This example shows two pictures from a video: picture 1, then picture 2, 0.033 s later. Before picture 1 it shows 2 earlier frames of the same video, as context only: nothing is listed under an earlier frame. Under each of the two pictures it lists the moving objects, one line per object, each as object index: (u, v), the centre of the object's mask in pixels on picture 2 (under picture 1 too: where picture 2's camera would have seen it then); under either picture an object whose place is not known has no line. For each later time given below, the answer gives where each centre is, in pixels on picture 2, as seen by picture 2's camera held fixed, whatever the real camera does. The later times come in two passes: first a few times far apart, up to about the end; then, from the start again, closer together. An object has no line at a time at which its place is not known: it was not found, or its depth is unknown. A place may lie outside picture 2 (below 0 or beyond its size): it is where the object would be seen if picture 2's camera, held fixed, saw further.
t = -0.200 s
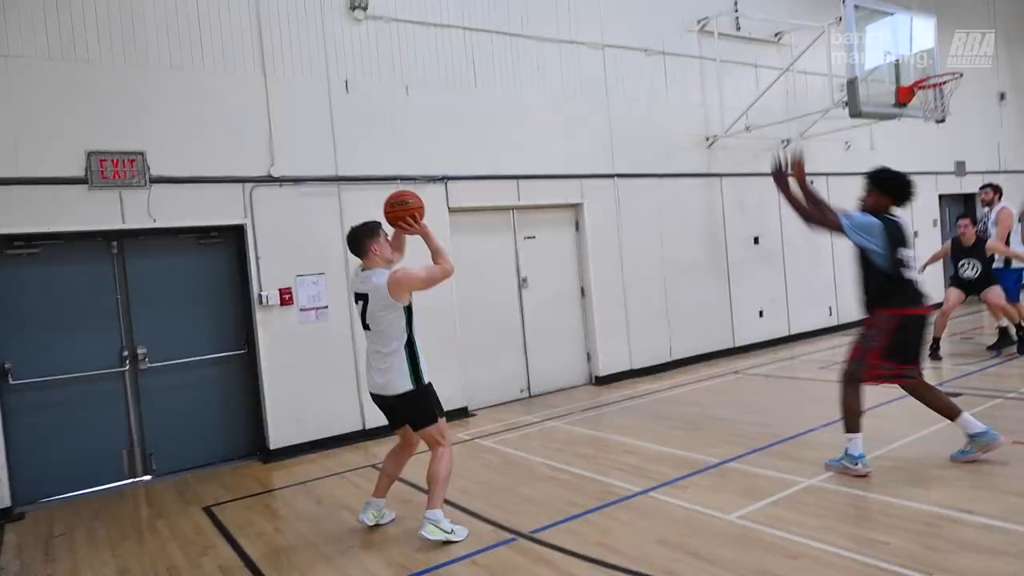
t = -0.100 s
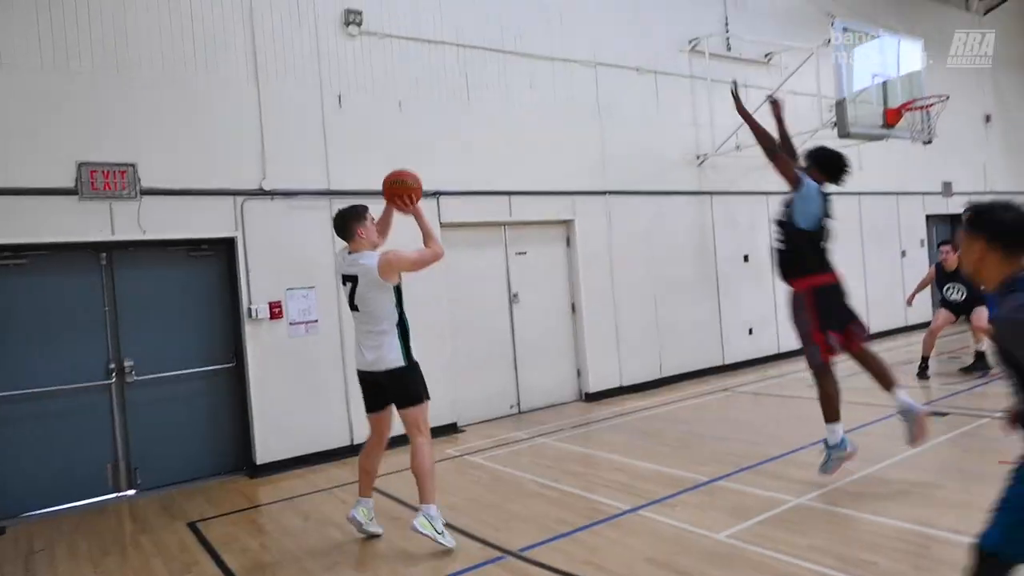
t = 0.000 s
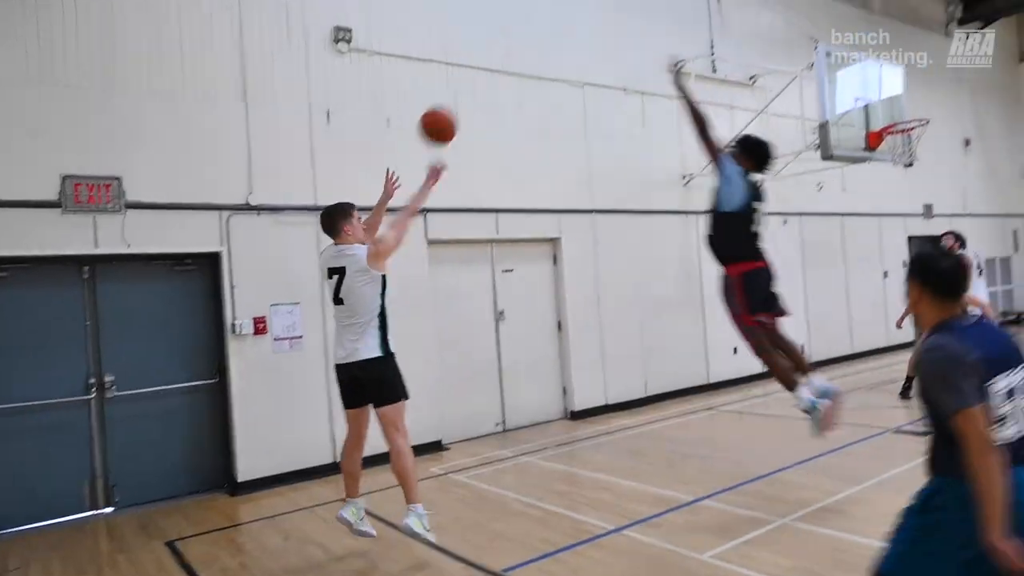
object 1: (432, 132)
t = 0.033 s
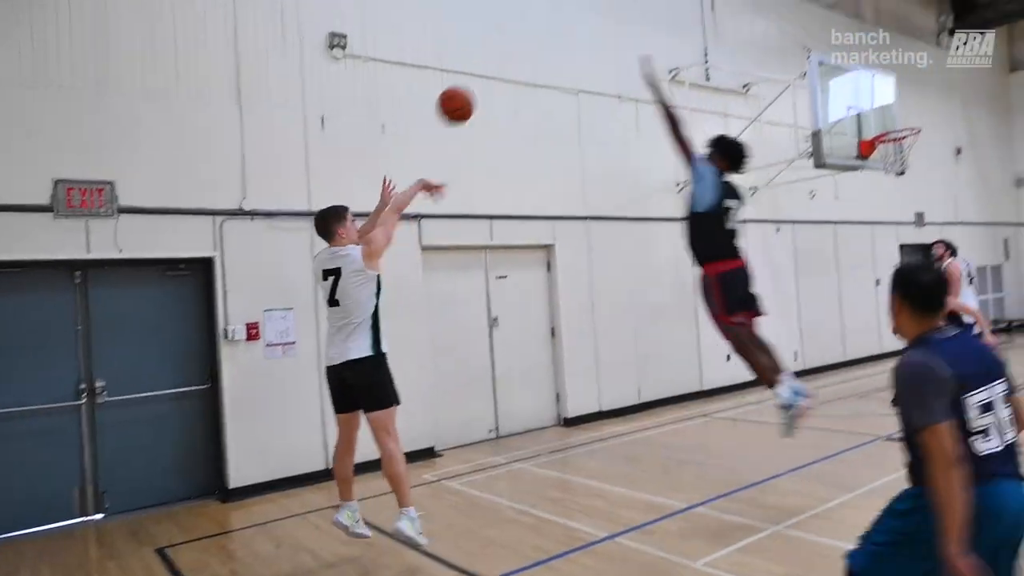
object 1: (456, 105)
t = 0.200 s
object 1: (559, 6)
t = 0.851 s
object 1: (833, 16)
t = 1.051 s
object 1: (893, 94)
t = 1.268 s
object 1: (943, 95)
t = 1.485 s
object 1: (991, 94)
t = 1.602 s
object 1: (1020, 111)
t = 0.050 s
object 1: (466, 92)
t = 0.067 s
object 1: (478, 80)
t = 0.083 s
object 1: (489, 69)
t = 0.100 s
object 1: (499, 58)
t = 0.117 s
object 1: (509, 48)
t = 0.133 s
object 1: (520, 39)
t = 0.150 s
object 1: (530, 30)
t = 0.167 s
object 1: (540, 22)
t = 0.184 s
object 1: (549, 14)
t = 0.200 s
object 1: (559, 6)
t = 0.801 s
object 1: (816, 1)
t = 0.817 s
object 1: (822, 6)
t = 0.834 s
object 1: (827, 12)
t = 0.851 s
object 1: (833, 16)
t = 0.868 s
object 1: (838, 22)
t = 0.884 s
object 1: (843, 28)
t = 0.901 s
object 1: (848, 33)
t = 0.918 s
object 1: (853, 40)
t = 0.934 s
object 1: (858, 46)
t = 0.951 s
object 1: (863, 52)
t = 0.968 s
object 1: (869, 58)
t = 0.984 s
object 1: (873, 65)
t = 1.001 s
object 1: (879, 72)
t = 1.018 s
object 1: (884, 78)
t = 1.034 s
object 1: (889, 86)
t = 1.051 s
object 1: (893, 94)
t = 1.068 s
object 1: (898, 102)
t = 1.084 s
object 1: (902, 108)
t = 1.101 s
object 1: (907, 117)
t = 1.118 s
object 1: (911, 119)
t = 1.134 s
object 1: (915, 116)
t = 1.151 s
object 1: (918, 112)
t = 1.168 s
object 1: (921, 109)
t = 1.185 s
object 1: (925, 106)
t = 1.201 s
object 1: (928, 103)
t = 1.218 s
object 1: (932, 101)
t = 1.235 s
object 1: (935, 99)
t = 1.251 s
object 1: (939, 96)
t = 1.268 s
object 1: (943, 95)
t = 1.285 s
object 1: (946, 93)
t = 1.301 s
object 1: (949, 92)
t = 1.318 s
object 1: (954, 91)
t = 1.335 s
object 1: (957, 90)
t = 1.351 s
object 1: (961, 89)
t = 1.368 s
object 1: (964, 89)
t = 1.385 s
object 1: (968, 89)
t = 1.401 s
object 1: (972, 89)
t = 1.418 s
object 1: (976, 90)
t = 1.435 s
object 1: (979, 90)
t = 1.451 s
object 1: (983, 91)
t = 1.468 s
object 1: (988, 92)
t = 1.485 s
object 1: (991, 94)
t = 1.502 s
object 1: (995, 95)
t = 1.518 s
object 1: (999, 97)
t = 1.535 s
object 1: (1004, 100)
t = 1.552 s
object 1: (1007, 102)
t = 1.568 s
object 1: (1012, 105)
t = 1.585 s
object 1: (1016, 108)
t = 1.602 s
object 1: (1020, 111)
